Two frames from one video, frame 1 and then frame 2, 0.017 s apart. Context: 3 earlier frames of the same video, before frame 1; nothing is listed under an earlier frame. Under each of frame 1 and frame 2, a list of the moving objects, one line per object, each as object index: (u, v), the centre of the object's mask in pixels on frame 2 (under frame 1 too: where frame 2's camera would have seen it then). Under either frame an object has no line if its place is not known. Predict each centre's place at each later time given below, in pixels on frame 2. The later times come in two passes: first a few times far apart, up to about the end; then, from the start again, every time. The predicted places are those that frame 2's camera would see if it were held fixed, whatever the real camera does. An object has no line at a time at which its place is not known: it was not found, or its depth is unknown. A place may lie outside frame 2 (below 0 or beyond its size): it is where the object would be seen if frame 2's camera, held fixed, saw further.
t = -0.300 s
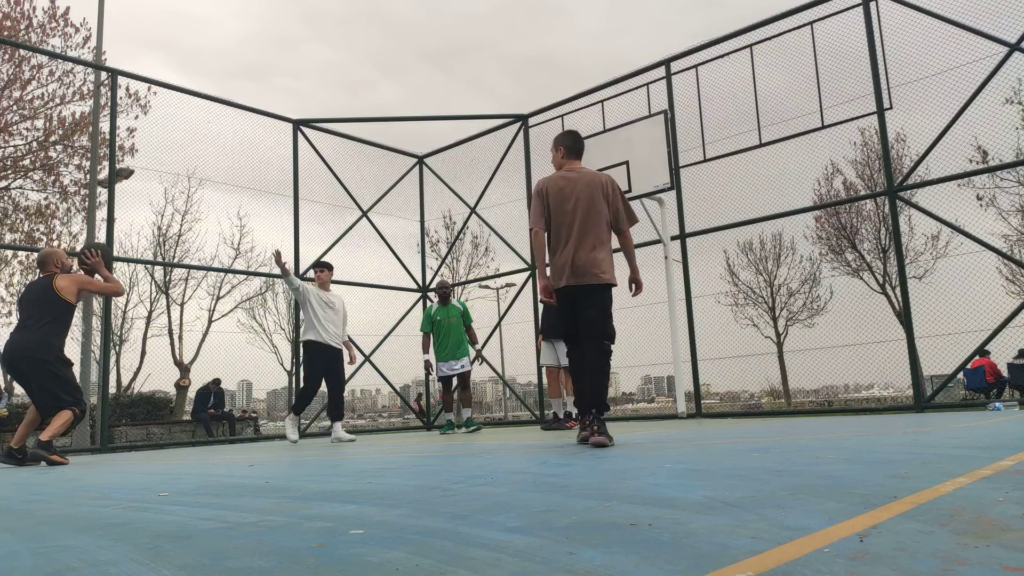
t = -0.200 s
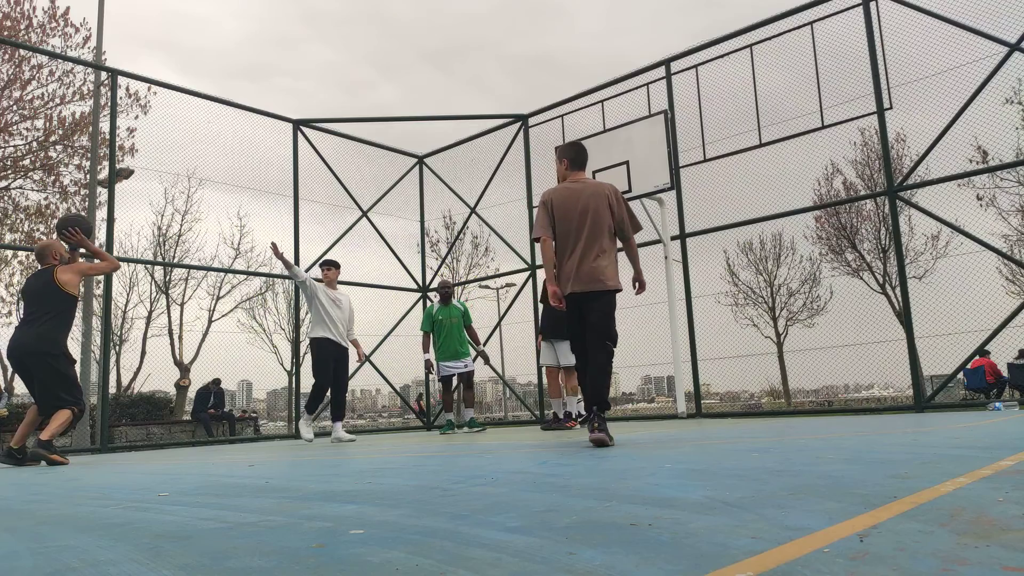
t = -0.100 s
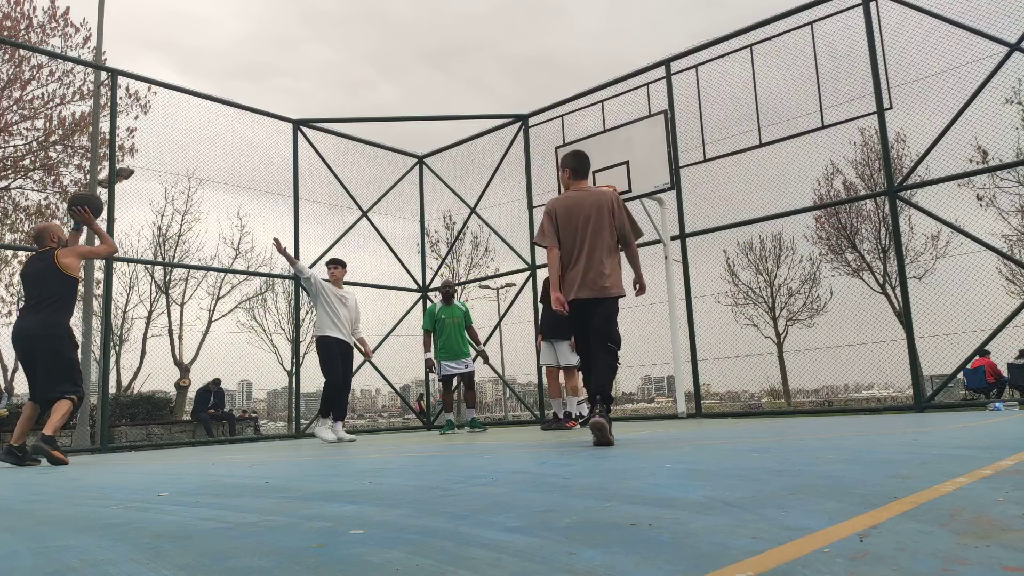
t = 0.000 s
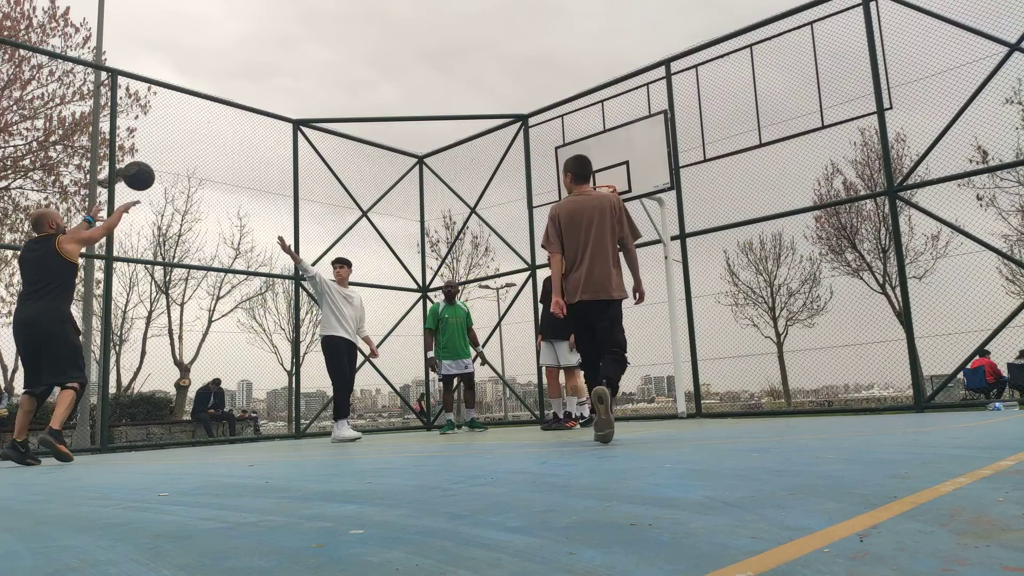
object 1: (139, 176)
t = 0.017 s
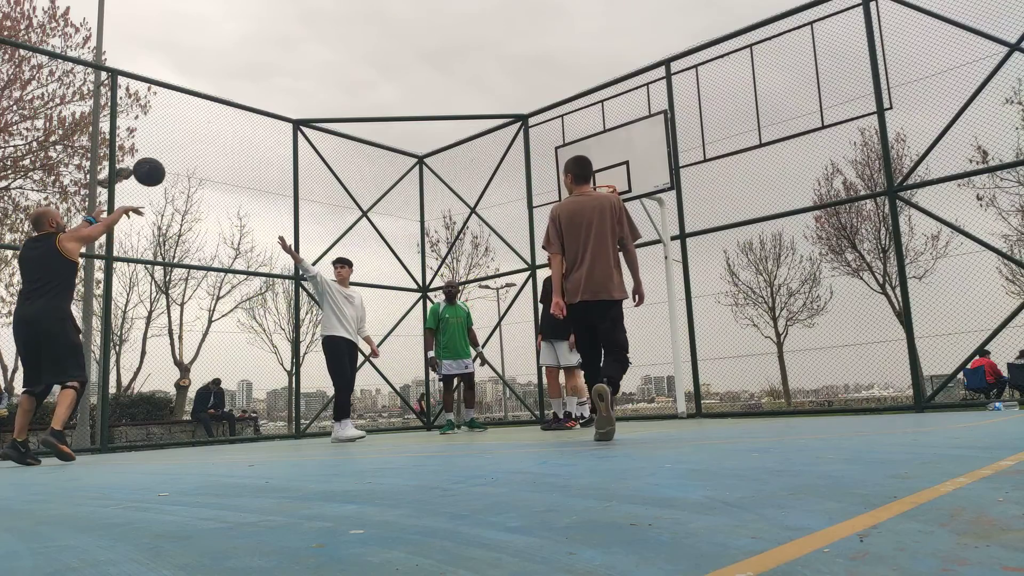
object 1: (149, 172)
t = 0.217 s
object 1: (257, 153)
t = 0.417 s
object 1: (340, 172)
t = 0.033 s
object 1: (159, 168)
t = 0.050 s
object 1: (169, 165)
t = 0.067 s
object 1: (179, 163)
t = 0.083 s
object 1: (189, 160)
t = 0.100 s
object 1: (198, 158)
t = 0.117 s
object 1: (207, 156)
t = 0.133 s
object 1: (216, 155)
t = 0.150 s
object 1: (225, 154)
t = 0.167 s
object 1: (233, 153)
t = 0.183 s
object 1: (241, 153)
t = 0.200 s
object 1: (250, 153)
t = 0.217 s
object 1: (257, 153)
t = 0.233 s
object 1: (265, 153)
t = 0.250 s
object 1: (273, 153)
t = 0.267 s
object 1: (280, 154)
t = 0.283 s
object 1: (287, 155)
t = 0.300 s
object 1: (294, 157)
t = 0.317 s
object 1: (301, 158)
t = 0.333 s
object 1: (309, 160)
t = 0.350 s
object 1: (315, 162)
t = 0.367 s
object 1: (321, 164)
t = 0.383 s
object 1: (328, 167)
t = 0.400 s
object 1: (334, 169)
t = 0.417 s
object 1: (340, 172)
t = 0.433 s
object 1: (347, 175)
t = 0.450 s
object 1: (352, 178)
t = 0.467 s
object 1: (358, 181)
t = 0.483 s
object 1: (364, 185)
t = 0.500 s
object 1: (370, 188)
